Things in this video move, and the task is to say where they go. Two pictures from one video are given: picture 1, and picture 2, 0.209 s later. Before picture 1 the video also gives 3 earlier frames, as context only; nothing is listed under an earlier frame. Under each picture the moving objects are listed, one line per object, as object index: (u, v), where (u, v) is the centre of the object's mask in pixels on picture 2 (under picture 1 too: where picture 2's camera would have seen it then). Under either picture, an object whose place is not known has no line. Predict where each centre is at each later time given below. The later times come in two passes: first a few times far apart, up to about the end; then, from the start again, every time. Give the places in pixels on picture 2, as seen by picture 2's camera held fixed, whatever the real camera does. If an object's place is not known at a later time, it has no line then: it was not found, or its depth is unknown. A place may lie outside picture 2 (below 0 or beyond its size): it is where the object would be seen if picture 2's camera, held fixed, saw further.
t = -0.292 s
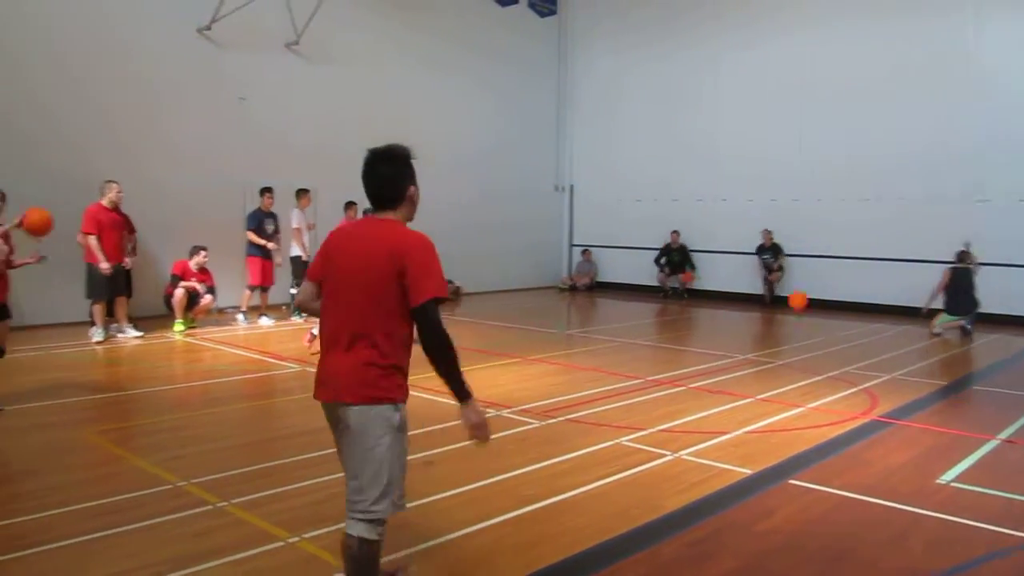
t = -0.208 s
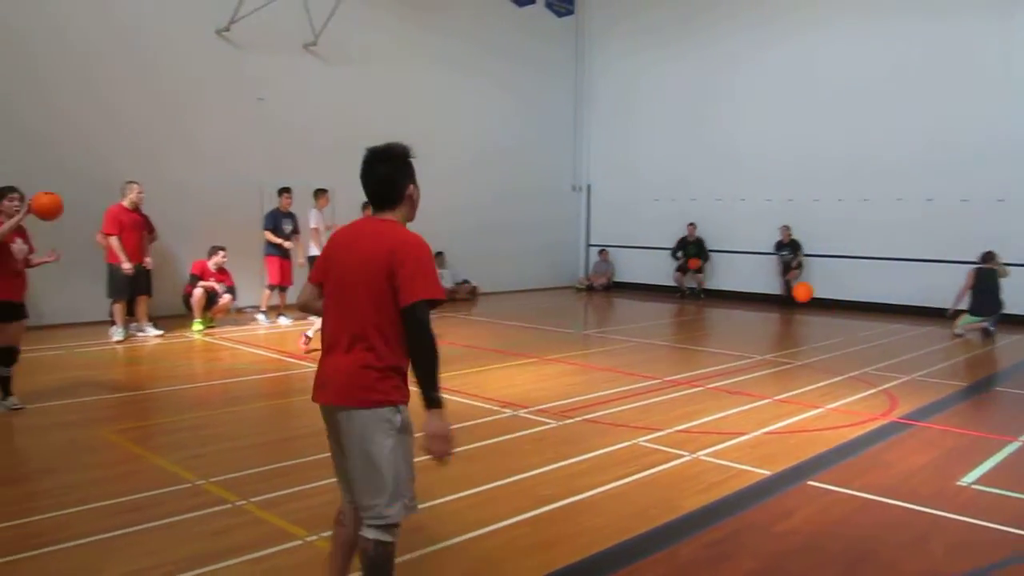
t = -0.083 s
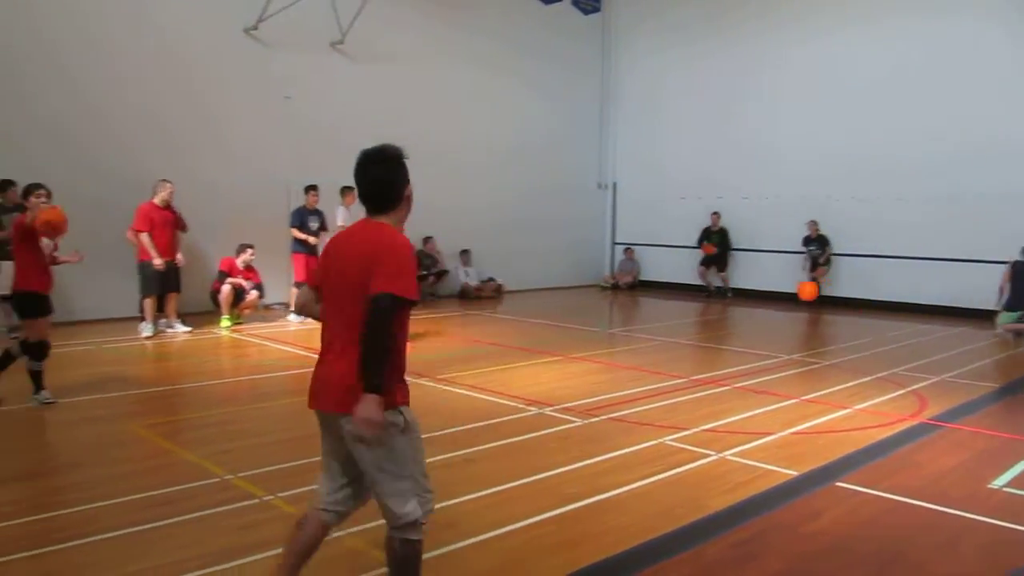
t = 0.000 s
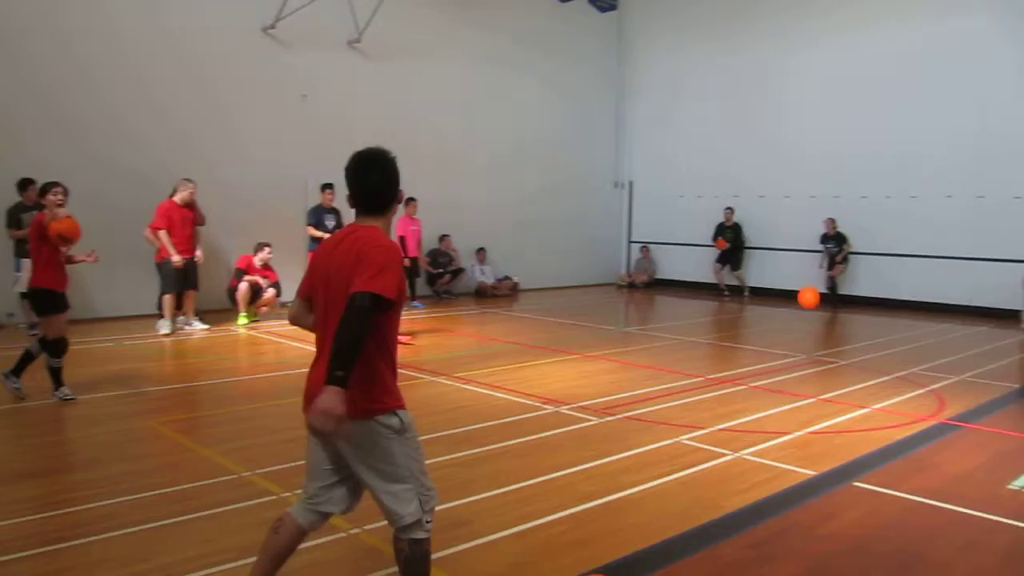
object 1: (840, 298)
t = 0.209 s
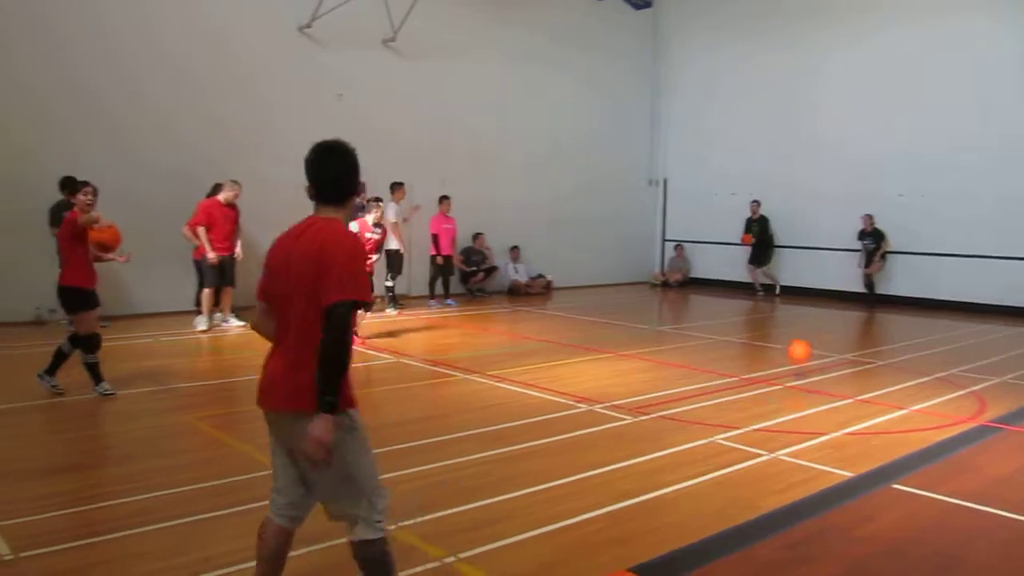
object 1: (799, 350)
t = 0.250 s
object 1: (788, 370)
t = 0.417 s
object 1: (752, 349)
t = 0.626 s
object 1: (700, 355)
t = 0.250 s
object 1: (788, 370)
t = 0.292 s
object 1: (780, 370)
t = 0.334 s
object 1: (770, 360)
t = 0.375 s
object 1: (762, 353)
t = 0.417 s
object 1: (752, 349)
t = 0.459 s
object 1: (742, 346)
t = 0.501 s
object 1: (732, 345)
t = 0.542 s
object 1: (722, 346)
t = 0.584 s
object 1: (710, 349)
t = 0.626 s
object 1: (700, 355)
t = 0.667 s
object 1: (687, 364)
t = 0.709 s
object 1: (676, 375)
